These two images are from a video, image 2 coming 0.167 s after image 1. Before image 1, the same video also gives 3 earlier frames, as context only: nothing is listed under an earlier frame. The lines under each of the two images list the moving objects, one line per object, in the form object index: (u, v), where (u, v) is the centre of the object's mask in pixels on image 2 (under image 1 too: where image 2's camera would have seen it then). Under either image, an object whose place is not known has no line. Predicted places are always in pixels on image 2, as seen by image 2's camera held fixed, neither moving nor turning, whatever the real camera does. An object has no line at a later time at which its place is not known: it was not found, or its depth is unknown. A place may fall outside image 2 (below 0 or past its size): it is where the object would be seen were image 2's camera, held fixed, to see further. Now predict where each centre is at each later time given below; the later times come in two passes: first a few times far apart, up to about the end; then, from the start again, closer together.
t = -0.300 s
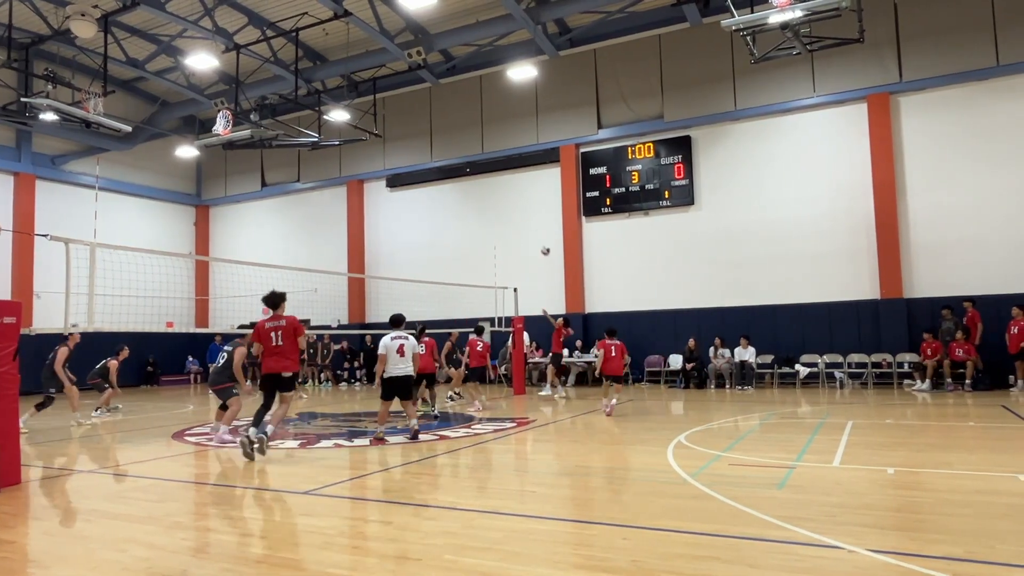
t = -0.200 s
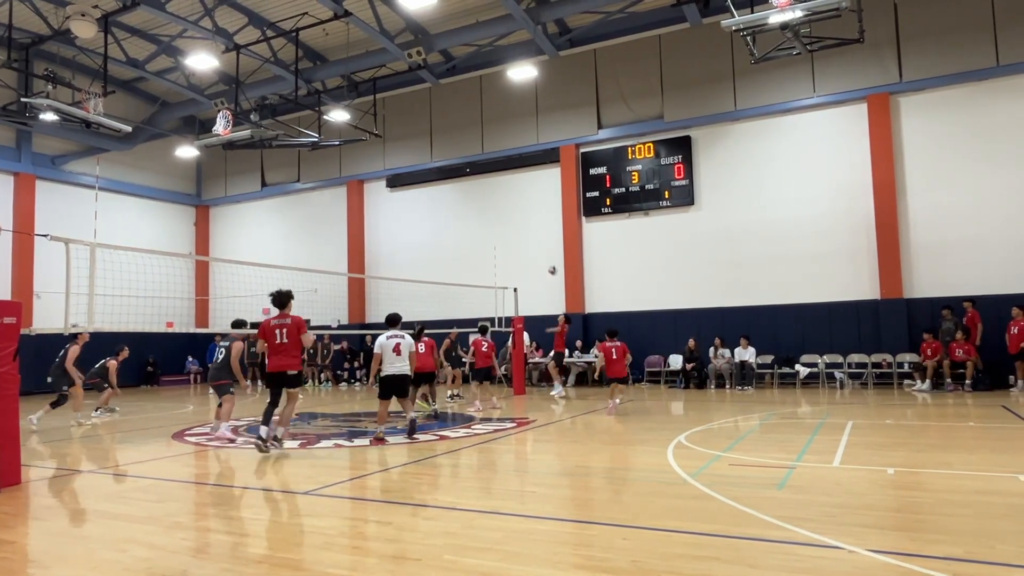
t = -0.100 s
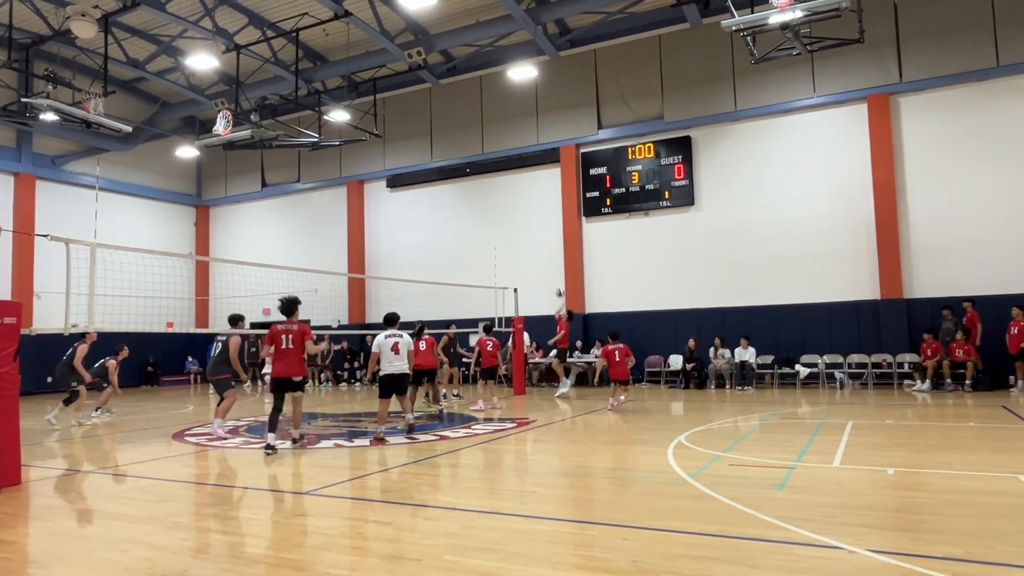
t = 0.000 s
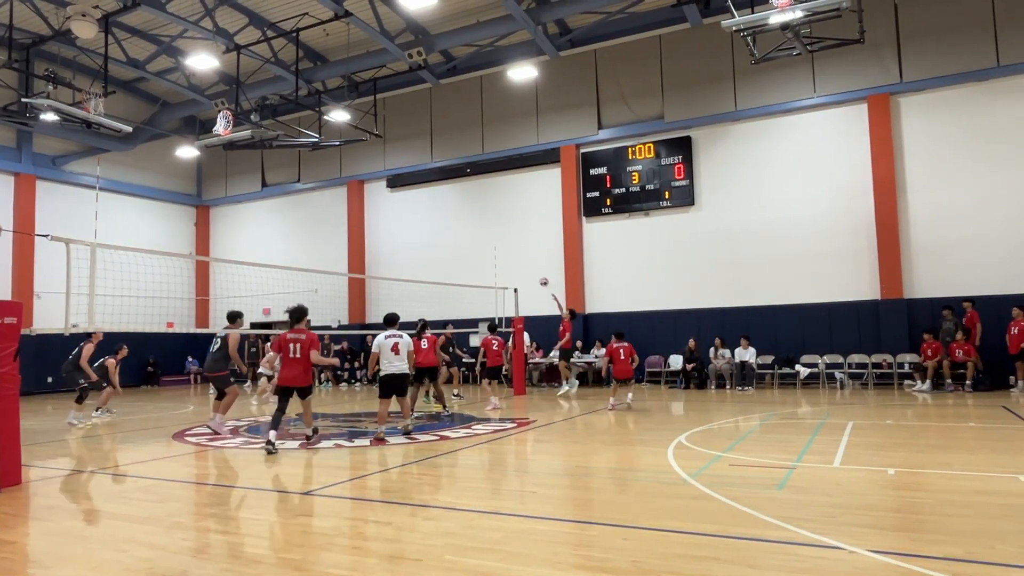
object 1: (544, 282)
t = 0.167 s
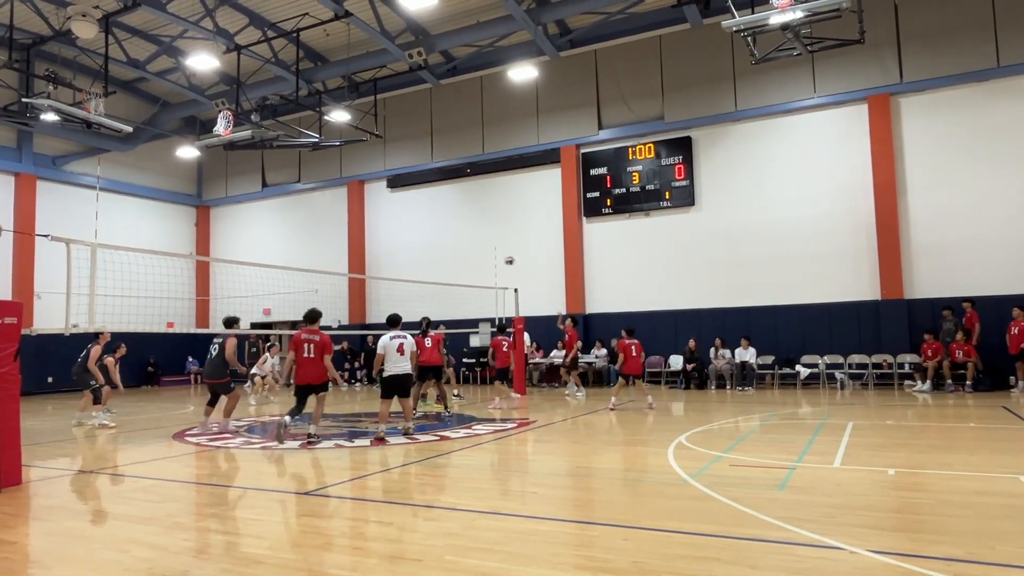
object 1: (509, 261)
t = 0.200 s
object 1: (502, 258)
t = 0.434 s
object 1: (450, 252)
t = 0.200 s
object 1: (502, 258)
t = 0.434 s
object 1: (450, 252)
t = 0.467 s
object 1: (443, 254)
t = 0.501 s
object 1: (436, 257)
